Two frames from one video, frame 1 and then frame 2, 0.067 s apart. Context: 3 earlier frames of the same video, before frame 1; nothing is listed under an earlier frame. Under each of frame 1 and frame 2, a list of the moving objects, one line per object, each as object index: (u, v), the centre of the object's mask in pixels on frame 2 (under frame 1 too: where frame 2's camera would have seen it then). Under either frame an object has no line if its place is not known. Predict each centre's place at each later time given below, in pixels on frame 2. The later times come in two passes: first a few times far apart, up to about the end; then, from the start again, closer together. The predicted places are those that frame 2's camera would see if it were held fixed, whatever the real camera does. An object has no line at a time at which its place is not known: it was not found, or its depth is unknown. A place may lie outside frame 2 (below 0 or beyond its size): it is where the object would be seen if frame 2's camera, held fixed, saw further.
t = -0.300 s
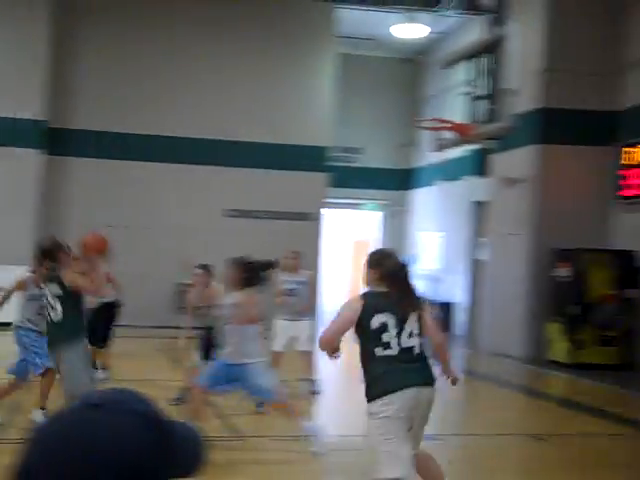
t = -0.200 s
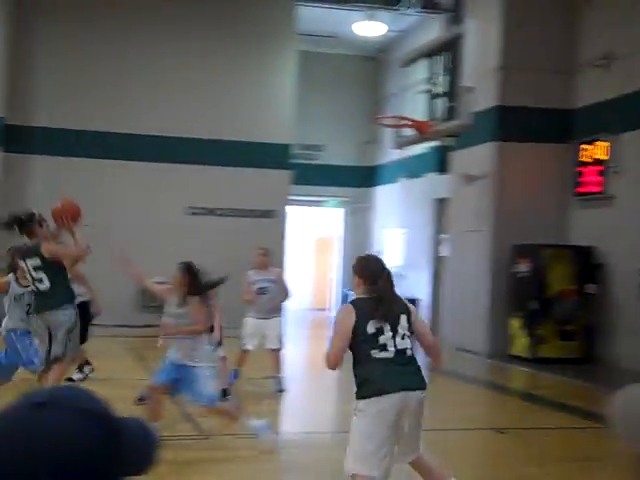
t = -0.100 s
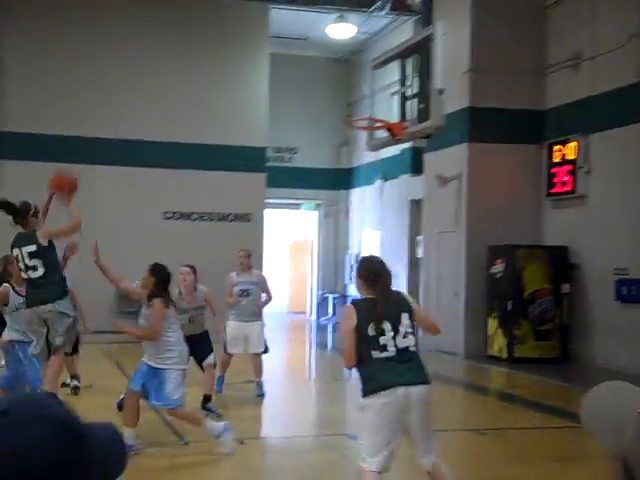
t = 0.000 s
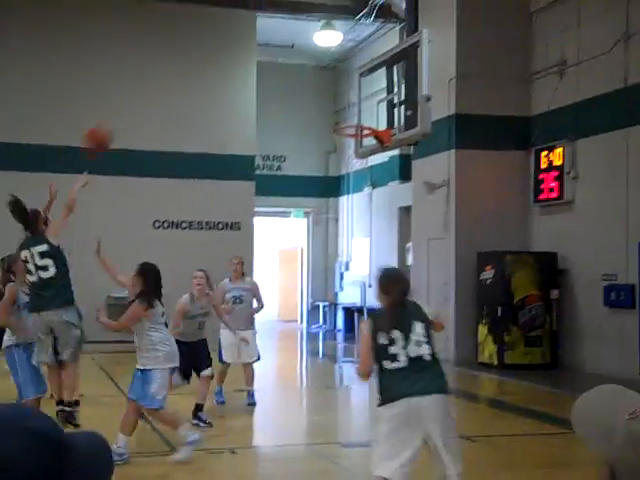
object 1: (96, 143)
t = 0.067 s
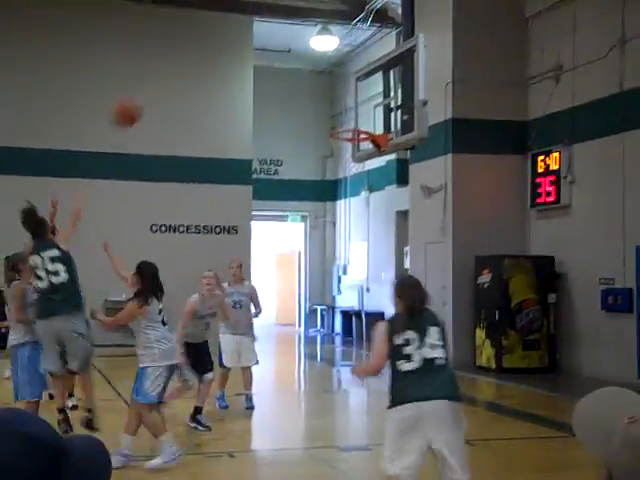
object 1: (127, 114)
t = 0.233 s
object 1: (200, 65)
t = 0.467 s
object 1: (285, 53)
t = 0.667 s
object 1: (349, 85)
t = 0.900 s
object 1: (365, 97)
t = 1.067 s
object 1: (347, 63)
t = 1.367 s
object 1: (317, 61)
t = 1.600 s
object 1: (289, 118)
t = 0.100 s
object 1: (144, 100)
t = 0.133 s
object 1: (159, 89)
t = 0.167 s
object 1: (170, 82)
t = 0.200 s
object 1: (187, 72)
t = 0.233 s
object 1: (200, 65)
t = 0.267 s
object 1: (213, 59)
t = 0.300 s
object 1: (226, 54)
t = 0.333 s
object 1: (239, 52)
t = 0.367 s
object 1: (251, 50)
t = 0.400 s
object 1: (263, 50)
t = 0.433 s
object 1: (275, 51)
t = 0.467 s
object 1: (285, 53)
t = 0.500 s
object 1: (297, 57)
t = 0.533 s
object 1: (307, 61)
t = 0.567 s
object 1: (321, 68)
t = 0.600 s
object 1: (331, 71)
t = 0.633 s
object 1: (340, 78)
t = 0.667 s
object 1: (349, 85)
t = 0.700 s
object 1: (360, 94)
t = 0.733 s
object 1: (368, 103)
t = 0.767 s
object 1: (379, 111)
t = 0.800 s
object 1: (378, 120)
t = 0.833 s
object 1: (372, 118)
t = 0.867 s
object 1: (368, 107)
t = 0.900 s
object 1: (365, 97)
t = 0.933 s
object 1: (361, 88)
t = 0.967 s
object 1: (358, 80)
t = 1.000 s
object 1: (354, 73)
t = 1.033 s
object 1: (351, 68)
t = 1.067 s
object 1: (347, 63)
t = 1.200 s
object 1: (336, 56)
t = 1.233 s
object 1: (332, 56)
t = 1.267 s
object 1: (328, 55)
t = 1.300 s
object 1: (323, 57)
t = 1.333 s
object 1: (320, 60)
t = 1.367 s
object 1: (317, 61)
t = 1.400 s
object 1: (314, 64)
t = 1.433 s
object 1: (308, 72)
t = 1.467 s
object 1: (306, 77)
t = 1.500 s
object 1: (302, 87)
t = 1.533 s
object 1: (298, 97)
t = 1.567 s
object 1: (294, 106)
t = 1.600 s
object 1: (289, 118)
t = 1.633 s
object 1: (286, 130)
